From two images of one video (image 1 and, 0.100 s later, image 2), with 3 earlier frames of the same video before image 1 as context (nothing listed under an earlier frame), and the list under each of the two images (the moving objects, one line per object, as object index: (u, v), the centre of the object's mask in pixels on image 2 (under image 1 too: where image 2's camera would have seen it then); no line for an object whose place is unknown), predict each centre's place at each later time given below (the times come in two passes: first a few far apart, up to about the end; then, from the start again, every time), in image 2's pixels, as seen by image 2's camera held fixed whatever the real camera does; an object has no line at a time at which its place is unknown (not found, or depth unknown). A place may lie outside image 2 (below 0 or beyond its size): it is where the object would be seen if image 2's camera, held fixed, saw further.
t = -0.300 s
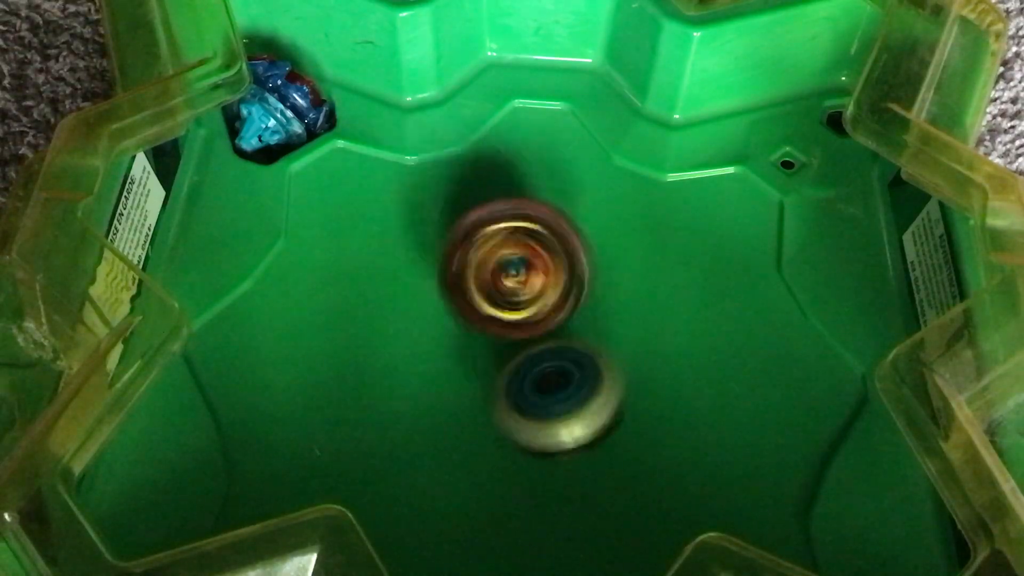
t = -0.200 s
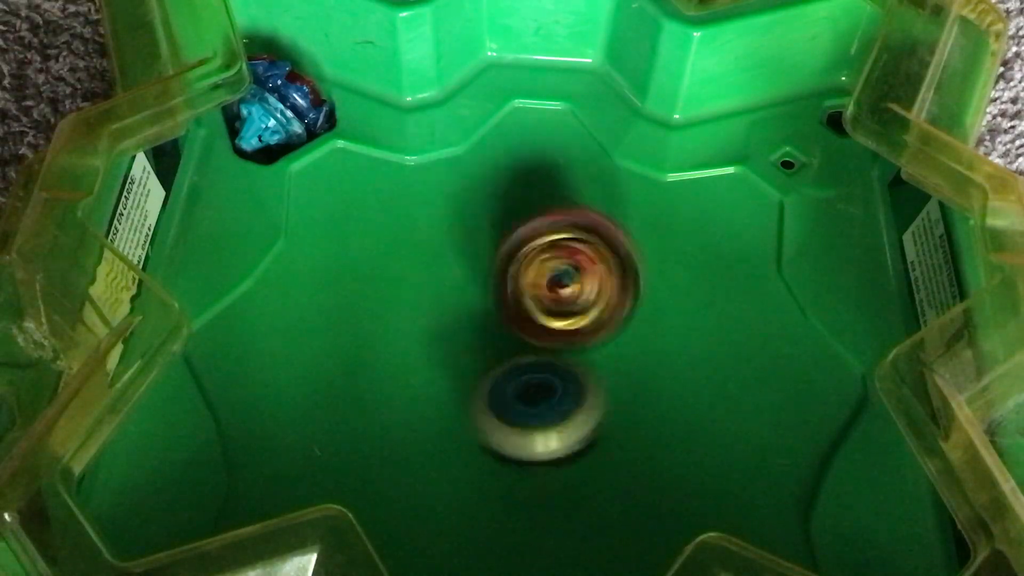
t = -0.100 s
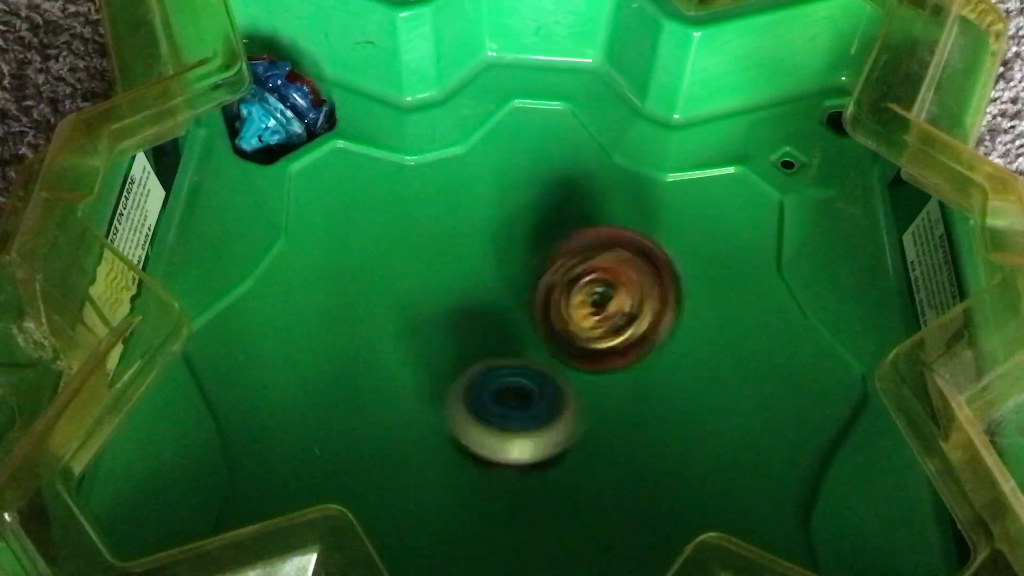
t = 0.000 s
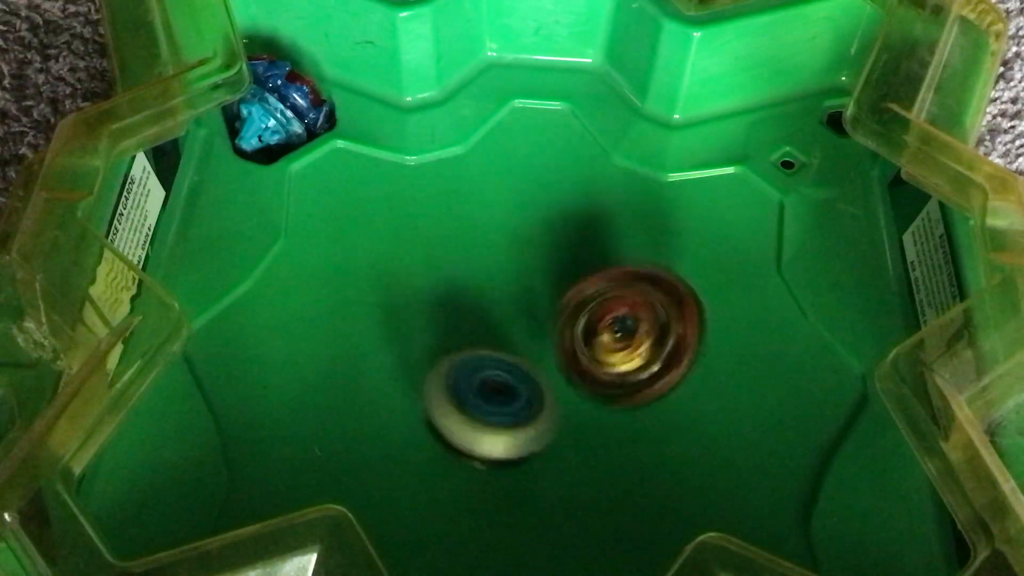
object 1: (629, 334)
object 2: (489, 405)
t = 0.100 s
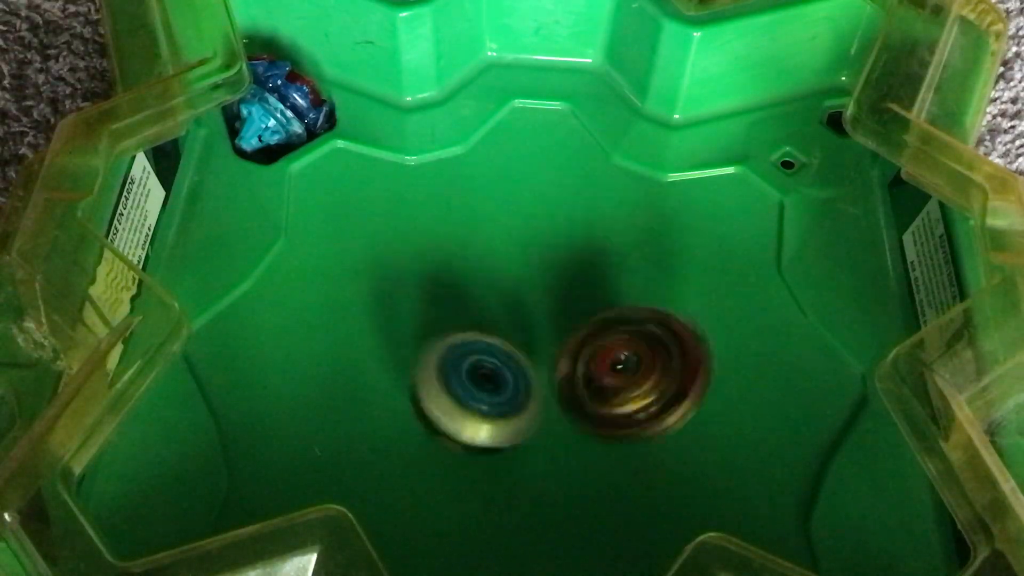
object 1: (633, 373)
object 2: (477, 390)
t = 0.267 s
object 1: (590, 434)
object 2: (476, 356)
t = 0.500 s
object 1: (489, 445)
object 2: (523, 329)
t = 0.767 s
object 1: (432, 353)
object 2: (587, 358)
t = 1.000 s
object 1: (502, 288)
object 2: (577, 406)
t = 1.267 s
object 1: (596, 313)
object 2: (501, 414)
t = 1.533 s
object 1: (590, 399)
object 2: (459, 340)
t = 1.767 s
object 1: (463, 469)
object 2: (512, 290)
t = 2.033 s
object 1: (400, 395)
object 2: (587, 334)
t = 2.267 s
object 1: (483, 302)
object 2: (571, 424)
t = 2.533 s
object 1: (587, 260)
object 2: (473, 441)
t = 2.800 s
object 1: (626, 319)
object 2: (458, 352)
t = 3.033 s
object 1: (616, 429)
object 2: (547, 298)
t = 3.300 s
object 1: (565, 507)
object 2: (616, 344)
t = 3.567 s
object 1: (474, 475)
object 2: (581, 422)
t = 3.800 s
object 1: (397, 414)
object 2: (589, 411)
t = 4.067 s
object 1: (394, 397)
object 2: (601, 393)
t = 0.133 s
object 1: (630, 387)
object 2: (473, 384)
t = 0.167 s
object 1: (621, 401)
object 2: (473, 378)
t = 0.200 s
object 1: (616, 412)
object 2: (474, 370)
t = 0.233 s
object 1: (600, 424)
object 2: (474, 363)
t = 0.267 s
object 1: (590, 434)
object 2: (476, 356)
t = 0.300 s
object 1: (575, 442)
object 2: (481, 347)
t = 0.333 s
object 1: (561, 449)
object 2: (485, 341)
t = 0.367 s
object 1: (548, 453)
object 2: (493, 337)
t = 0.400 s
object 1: (531, 454)
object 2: (498, 331)
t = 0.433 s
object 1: (517, 453)
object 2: (507, 330)
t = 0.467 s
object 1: (501, 450)
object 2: (516, 326)
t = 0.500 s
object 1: (489, 445)
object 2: (523, 329)
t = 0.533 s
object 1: (475, 435)
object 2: (535, 327)
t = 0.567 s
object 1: (465, 425)
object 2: (541, 329)
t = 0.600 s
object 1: (454, 414)
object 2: (553, 333)
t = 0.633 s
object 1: (443, 403)
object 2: (562, 335)
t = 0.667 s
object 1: (436, 391)
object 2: (570, 341)
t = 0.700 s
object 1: (432, 378)
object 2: (577, 343)
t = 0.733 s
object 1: (431, 365)
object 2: (581, 351)
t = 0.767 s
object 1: (432, 353)
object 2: (587, 358)
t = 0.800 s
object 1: (437, 341)
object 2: (588, 364)
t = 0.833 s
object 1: (443, 331)
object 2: (590, 372)
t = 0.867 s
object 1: (453, 319)
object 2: (591, 378)
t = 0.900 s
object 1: (464, 313)
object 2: (589, 385)
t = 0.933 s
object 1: (477, 306)
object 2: (587, 391)
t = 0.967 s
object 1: (487, 298)
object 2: (581, 398)
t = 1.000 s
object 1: (502, 288)
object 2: (577, 406)
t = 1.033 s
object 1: (514, 288)
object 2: (569, 410)
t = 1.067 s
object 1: (527, 286)
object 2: (562, 415)
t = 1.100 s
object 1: (536, 289)
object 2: (554, 417)
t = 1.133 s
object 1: (546, 289)
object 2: (542, 421)
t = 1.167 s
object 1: (557, 291)
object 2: (534, 421)
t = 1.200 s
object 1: (570, 296)
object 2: (522, 420)
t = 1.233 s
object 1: (581, 305)
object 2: (513, 418)
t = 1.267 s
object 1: (596, 313)
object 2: (501, 414)
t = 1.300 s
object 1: (607, 323)
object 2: (489, 409)
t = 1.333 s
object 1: (612, 335)
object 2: (482, 401)
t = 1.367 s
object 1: (609, 345)
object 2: (476, 393)
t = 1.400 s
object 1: (606, 350)
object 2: (473, 384)
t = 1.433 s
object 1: (603, 364)
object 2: (467, 377)
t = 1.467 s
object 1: (605, 372)
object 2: (464, 365)
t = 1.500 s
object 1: (600, 385)
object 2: (459, 354)
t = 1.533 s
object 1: (590, 399)
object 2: (459, 340)
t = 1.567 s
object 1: (583, 415)
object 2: (459, 328)
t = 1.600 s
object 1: (566, 430)
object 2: (466, 318)
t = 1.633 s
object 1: (548, 444)
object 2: (471, 309)
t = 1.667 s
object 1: (524, 454)
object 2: (481, 302)
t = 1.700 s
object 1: (506, 462)
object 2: (490, 296)
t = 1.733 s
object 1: (482, 467)
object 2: (499, 295)
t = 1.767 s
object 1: (463, 469)
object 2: (512, 290)
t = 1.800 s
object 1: (442, 469)
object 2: (522, 292)
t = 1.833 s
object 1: (425, 463)
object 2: (534, 291)
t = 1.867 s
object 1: (414, 456)
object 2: (545, 296)
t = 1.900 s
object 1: (403, 444)
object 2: (556, 299)
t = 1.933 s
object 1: (399, 437)
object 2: (565, 307)
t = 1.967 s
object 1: (394, 423)
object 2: (574, 313)
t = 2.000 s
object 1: (395, 408)
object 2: (580, 325)
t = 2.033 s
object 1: (400, 395)
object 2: (587, 334)
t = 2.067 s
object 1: (406, 384)
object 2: (590, 347)
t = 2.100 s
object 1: (417, 371)
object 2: (593, 359)
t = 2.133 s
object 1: (427, 358)
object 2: (593, 374)
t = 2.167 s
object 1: (439, 343)
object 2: (592, 386)
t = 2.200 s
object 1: (452, 327)
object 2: (585, 401)
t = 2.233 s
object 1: (467, 315)
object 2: (579, 412)
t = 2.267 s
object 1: (483, 302)
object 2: (571, 424)
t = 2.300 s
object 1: (496, 292)
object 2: (561, 432)
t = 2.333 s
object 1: (511, 282)
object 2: (551, 441)
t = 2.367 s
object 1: (524, 271)
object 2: (538, 444)
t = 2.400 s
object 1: (540, 265)
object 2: (523, 451)
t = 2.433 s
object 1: (555, 261)
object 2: (508, 450)
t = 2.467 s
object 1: (567, 258)
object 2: (495, 449)
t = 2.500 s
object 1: (578, 258)
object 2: (483, 446)
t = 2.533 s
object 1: (587, 260)
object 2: (473, 441)
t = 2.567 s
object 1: (595, 262)
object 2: (463, 433)
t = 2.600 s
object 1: (601, 265)
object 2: (457, 425)
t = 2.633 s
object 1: (607, 269)
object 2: (449, 414)
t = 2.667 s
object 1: (613, 274)
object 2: (448, 403)
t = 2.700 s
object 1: (621, 281)
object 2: (445, 393)
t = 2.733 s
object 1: (625, 292)
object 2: (448, 379)
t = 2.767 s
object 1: (625, 307)
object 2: (451, 365)
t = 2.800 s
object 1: (626, 319)
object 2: (458, 352)
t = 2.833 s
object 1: (629, 333)
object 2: (466, 340)
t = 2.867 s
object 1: (629, 347)
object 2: (476, 329)
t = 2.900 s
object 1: (628, 364)
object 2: (487, 322)
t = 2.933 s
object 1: (629, 379)
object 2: (500, 312)
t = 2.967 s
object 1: (626, 396)
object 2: (516, 307)
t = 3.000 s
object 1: (618, 414)
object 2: (530, 300)
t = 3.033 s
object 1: (616, 429)
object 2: (547, 298)
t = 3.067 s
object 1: (615, 442)
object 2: (561, 297)
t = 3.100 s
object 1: (609, 455)
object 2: (572, 296)
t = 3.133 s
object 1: (604, 468)
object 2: (584, 301)
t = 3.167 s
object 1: (600, 478)
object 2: (595, 305)
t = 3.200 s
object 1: (592, 488)
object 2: (602, 314)
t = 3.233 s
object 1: (582, 497)
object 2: (609, 322)
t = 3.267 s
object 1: (573, 502)
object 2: (616, 332)
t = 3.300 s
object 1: (565, 507)
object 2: (616, 344)
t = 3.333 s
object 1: (557, 508)
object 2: (618, 357)
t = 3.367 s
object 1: (547, 509)
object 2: (616, 370)
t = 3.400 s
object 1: (537, 508)
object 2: (610, 382)
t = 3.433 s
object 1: (527, 506)
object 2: (607, 394)
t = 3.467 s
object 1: (519, 501)
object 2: (595, 406)
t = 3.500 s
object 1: (510, 493)
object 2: (586, 414)
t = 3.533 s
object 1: (494, 486)
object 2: (582, 421)
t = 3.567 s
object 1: (474, 475)
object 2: (581, 422)
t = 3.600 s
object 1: (459, 465)
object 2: (586, 420)
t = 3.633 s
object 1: (447, 458)
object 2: (586, 424)
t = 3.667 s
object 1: (433, 449)
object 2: (586, 421)
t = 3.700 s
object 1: (420, 440)
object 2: (588, 420)
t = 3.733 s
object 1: (410, 429)
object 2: (586, 417)
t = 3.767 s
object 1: (402, 421)
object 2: (588, 413)
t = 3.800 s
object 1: (397, 414)
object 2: (589, 411)
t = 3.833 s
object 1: (391, 410)
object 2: (589, 407)
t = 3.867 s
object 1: (386, 405)
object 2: (593, 402)
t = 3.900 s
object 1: (383, 402)
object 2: (596, 401)
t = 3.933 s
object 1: (382, 399)
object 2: (596, 397)
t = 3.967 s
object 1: (384, 399)
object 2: (601, 396)
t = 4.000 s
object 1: (387, 396)
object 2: (600, 395)
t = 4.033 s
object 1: (391, 396)
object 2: (600, 392)
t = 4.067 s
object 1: (394, 397)
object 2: (601, 393)
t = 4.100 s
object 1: (395, 399)
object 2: (598, 390)
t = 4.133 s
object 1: (396, 400)
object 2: (599, 385)
